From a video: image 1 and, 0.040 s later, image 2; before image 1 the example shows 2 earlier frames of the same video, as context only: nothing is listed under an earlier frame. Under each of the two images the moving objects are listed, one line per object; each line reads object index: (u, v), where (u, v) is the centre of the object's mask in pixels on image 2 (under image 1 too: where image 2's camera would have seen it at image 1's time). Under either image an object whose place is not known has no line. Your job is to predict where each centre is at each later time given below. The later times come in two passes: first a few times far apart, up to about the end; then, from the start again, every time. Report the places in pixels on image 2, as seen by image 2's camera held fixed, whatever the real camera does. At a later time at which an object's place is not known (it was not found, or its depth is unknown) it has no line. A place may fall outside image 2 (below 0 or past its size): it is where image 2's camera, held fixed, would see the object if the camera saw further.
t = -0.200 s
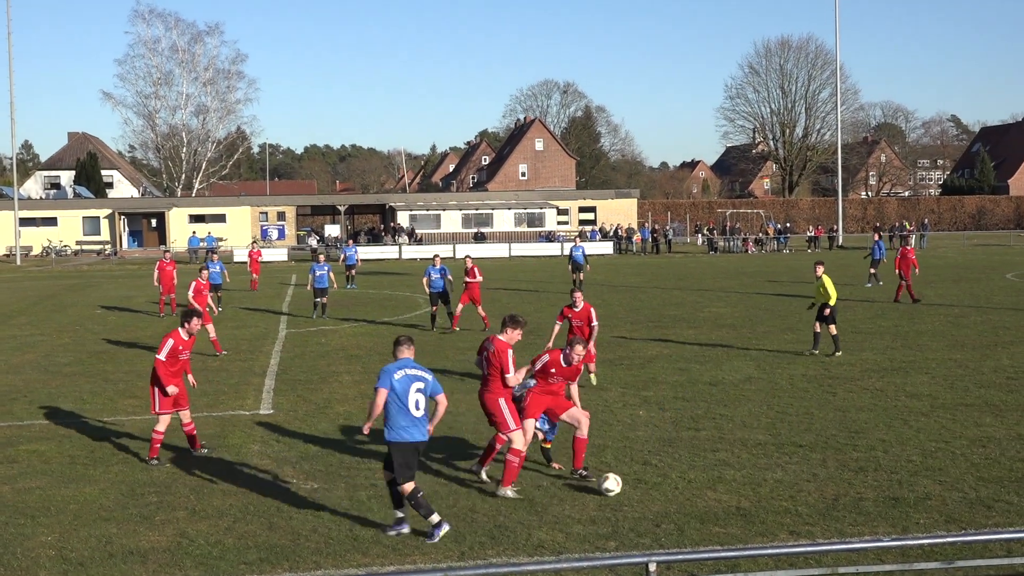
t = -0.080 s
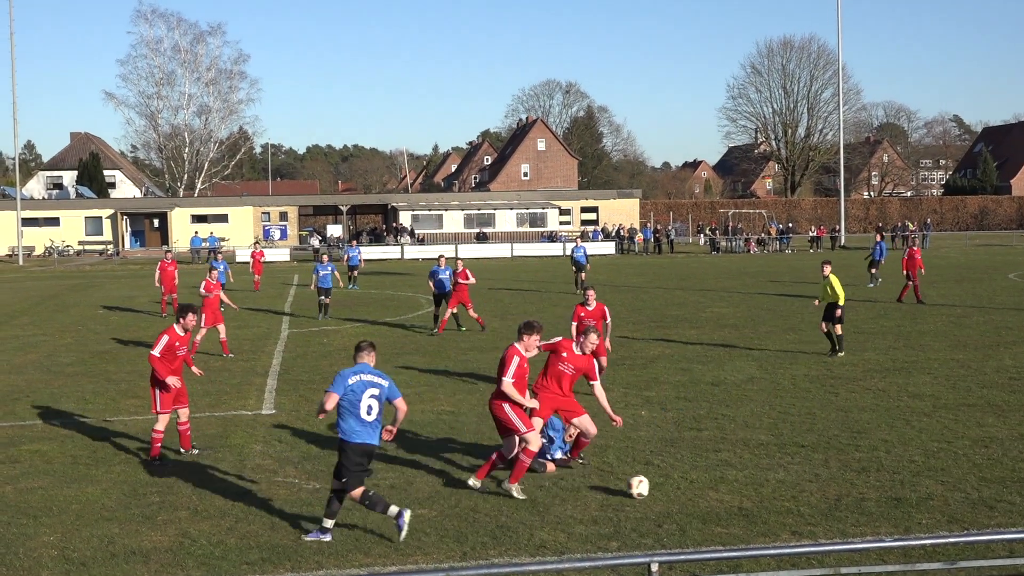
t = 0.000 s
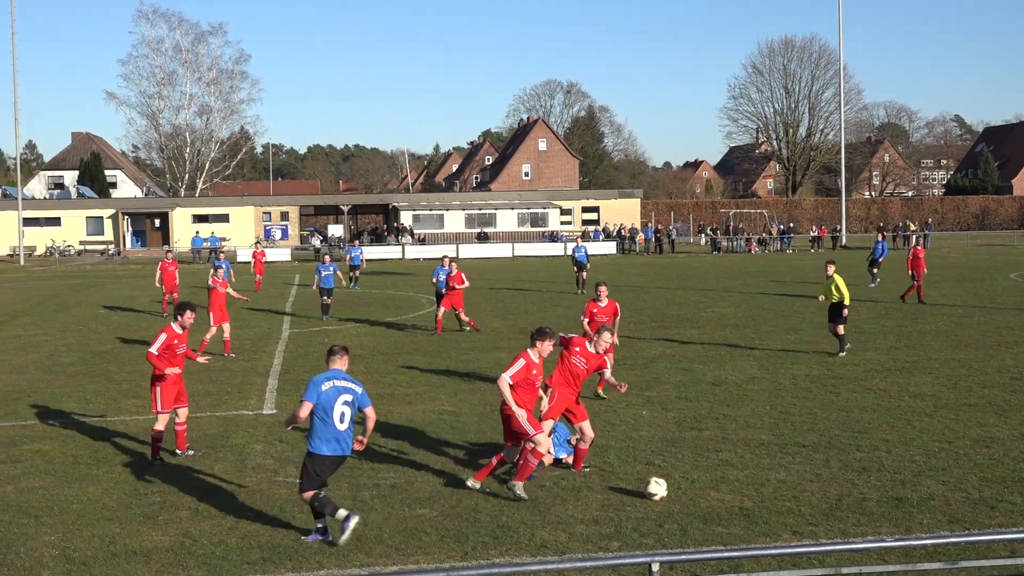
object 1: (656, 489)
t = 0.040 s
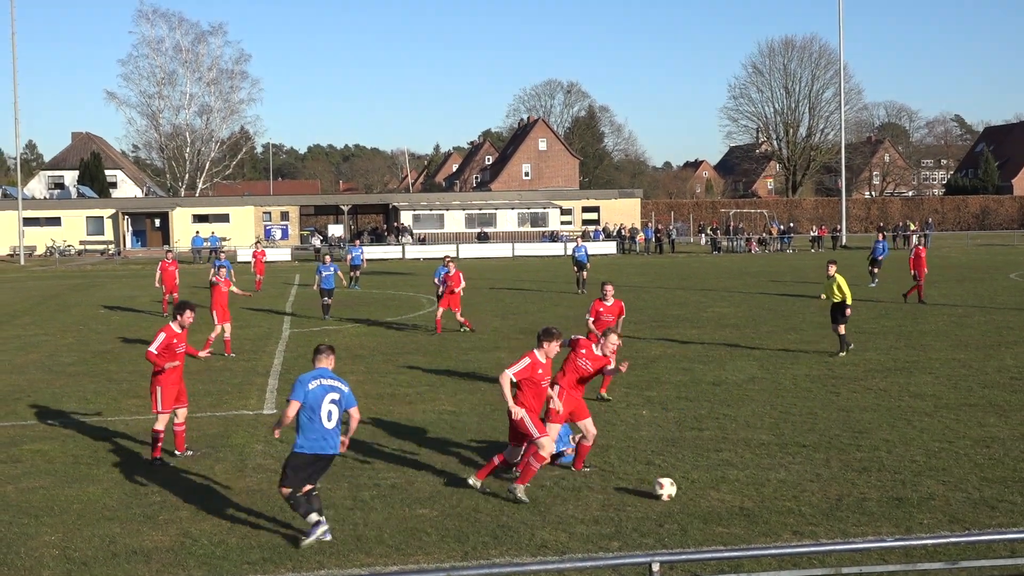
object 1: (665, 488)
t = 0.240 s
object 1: (706, 492)
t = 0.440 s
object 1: (745, 494)
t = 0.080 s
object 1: (673, 490)
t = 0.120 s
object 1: (681, 491)
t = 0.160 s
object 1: (690, 491)
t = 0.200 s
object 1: (698, 492)
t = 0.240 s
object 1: (706, 492)
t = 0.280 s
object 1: (714, 492)
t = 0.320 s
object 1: (722, 493)
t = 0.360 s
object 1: (729, 494)
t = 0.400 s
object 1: (737, 493)
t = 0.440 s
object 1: (745, 494)
